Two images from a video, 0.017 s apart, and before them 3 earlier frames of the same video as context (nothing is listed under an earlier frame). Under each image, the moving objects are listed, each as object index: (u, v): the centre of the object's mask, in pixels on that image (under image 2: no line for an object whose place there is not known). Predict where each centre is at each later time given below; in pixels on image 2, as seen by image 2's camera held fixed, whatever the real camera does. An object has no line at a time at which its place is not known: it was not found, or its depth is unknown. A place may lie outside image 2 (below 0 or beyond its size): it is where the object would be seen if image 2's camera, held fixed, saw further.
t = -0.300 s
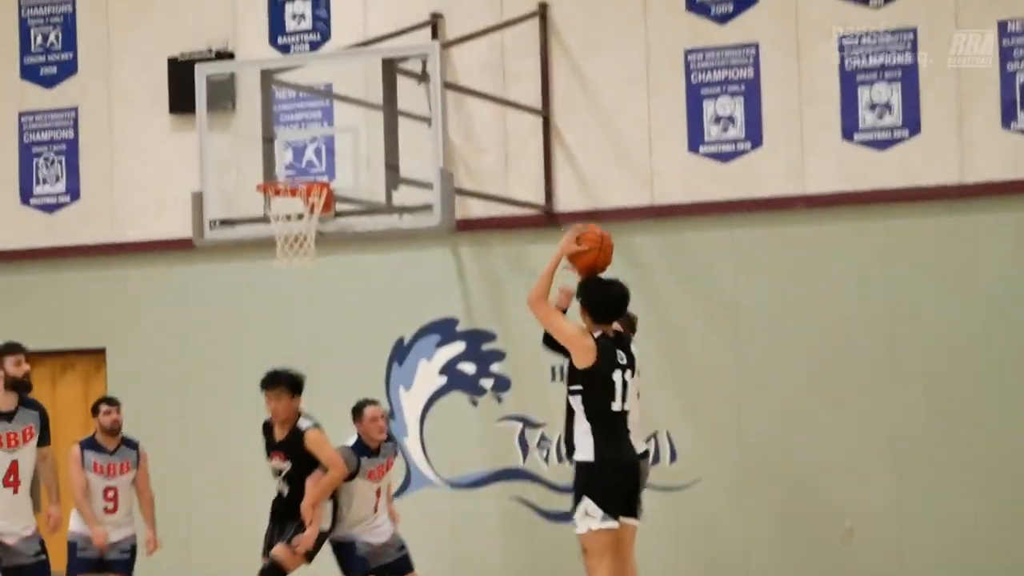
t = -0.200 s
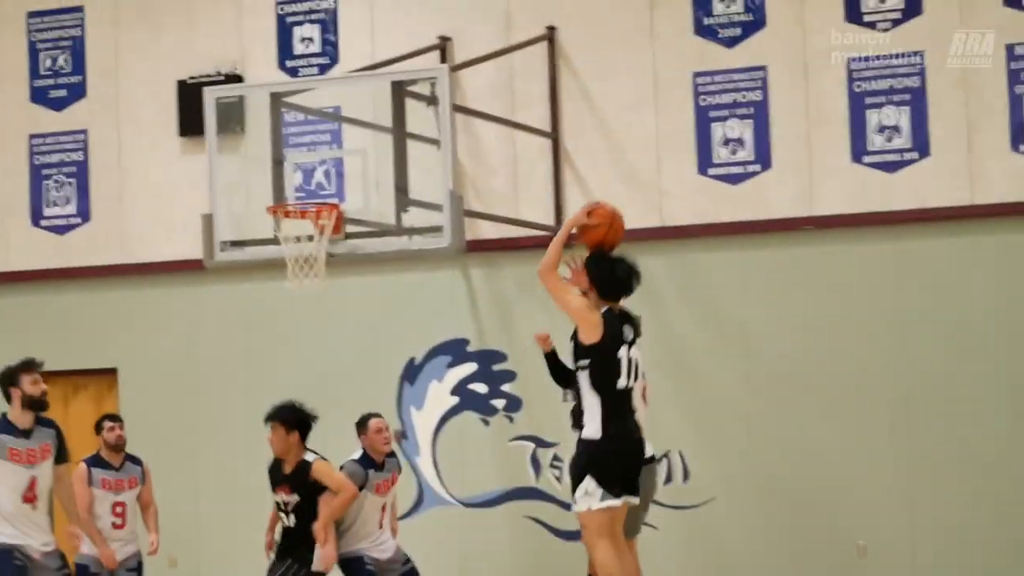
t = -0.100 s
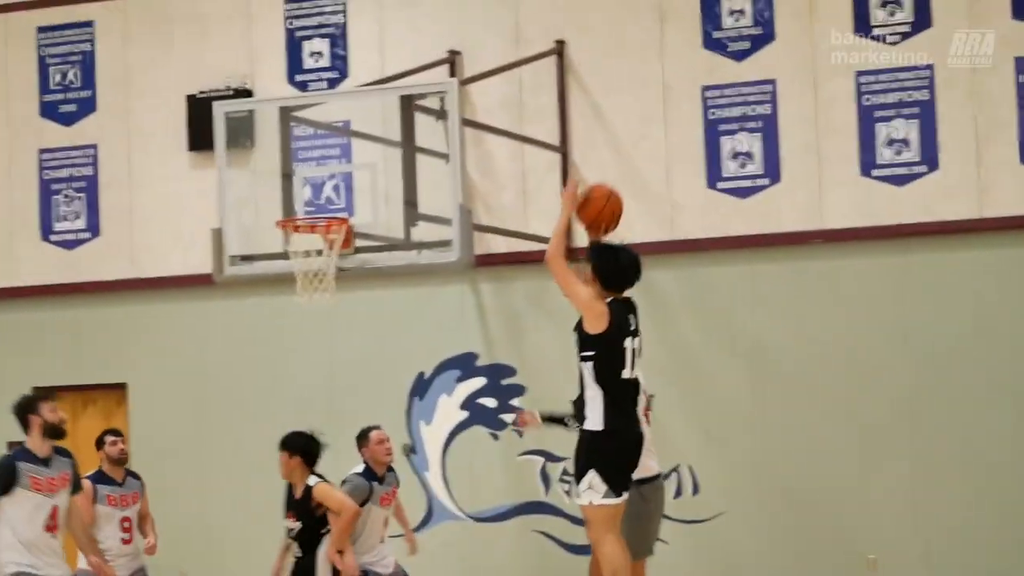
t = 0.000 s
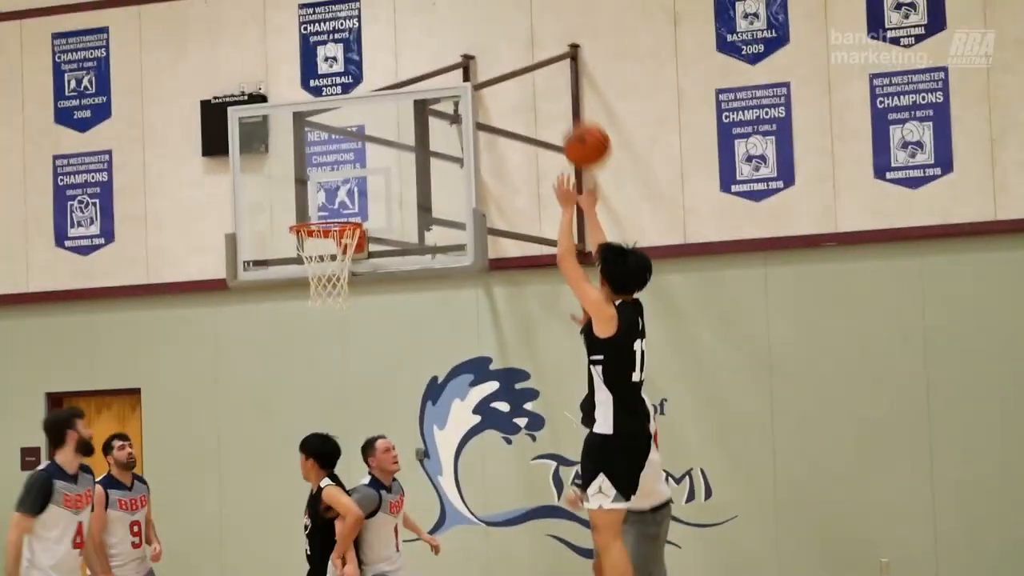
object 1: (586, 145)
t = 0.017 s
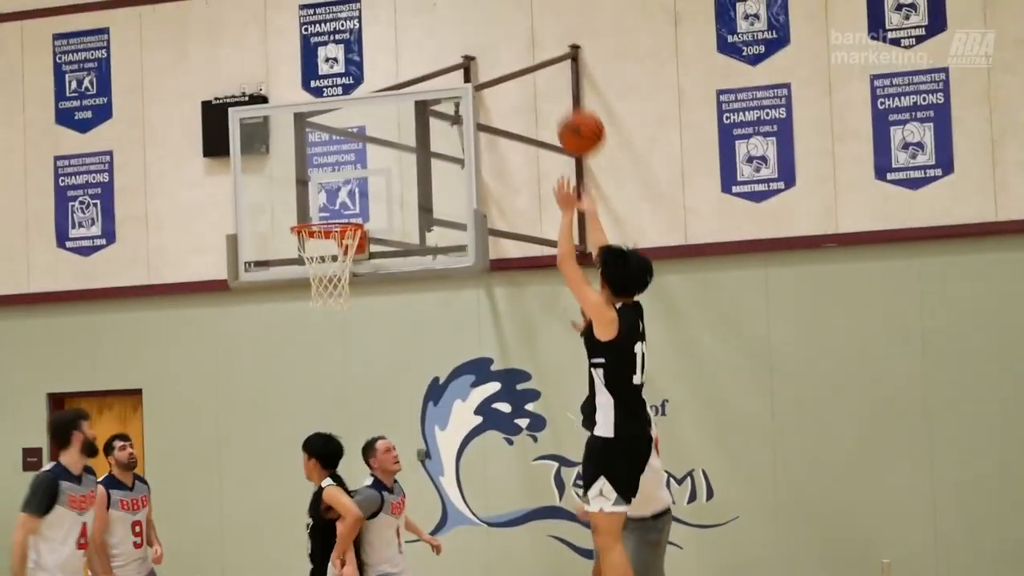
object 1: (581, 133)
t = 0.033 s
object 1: (574, 120)
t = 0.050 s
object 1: (567, 108)
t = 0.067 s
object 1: (561, 97)
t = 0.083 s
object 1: (555, 85)
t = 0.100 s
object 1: (548, 74)
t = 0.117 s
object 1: (542, 64)
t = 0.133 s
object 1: (537, 55)
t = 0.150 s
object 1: (530, 45)
